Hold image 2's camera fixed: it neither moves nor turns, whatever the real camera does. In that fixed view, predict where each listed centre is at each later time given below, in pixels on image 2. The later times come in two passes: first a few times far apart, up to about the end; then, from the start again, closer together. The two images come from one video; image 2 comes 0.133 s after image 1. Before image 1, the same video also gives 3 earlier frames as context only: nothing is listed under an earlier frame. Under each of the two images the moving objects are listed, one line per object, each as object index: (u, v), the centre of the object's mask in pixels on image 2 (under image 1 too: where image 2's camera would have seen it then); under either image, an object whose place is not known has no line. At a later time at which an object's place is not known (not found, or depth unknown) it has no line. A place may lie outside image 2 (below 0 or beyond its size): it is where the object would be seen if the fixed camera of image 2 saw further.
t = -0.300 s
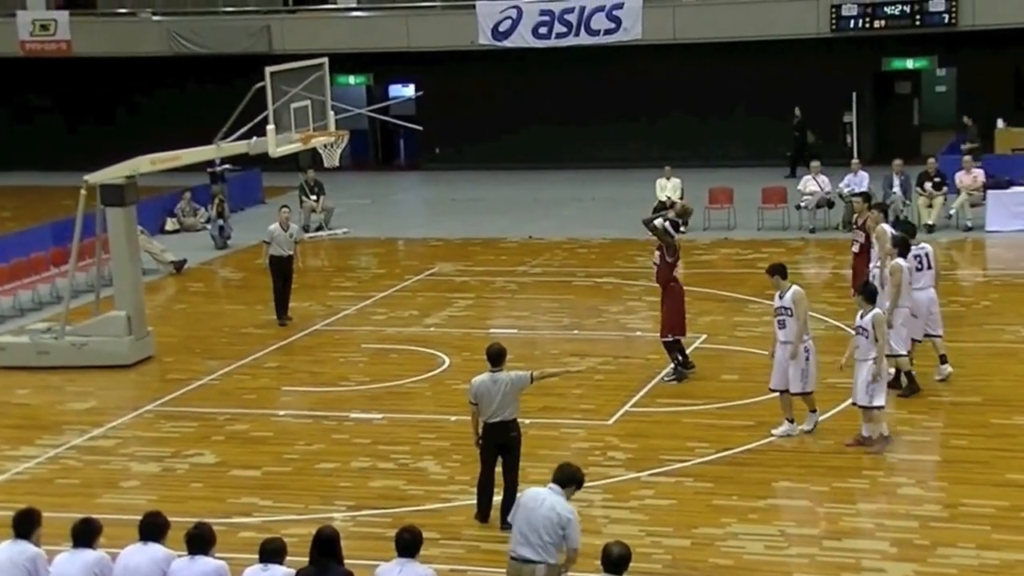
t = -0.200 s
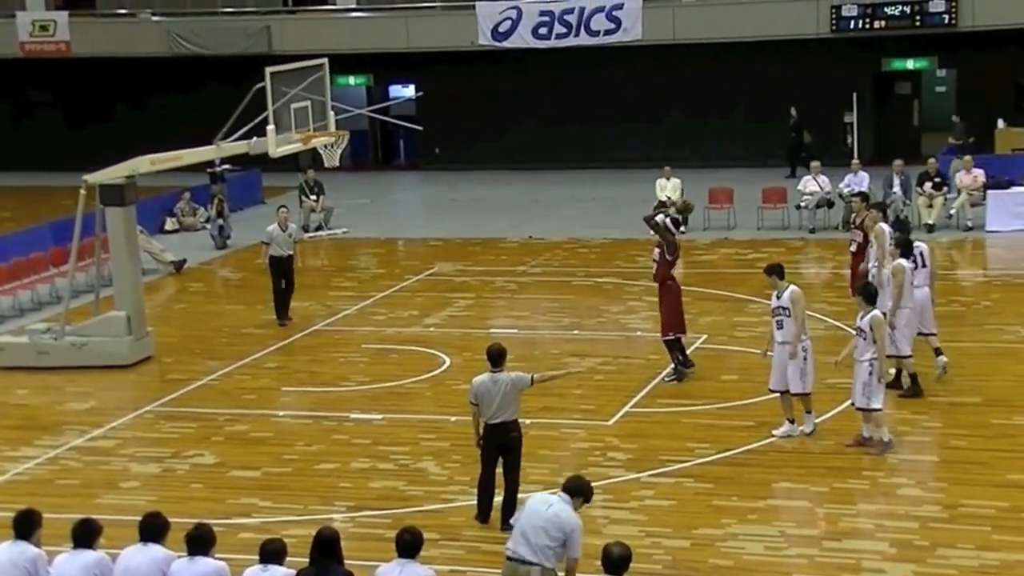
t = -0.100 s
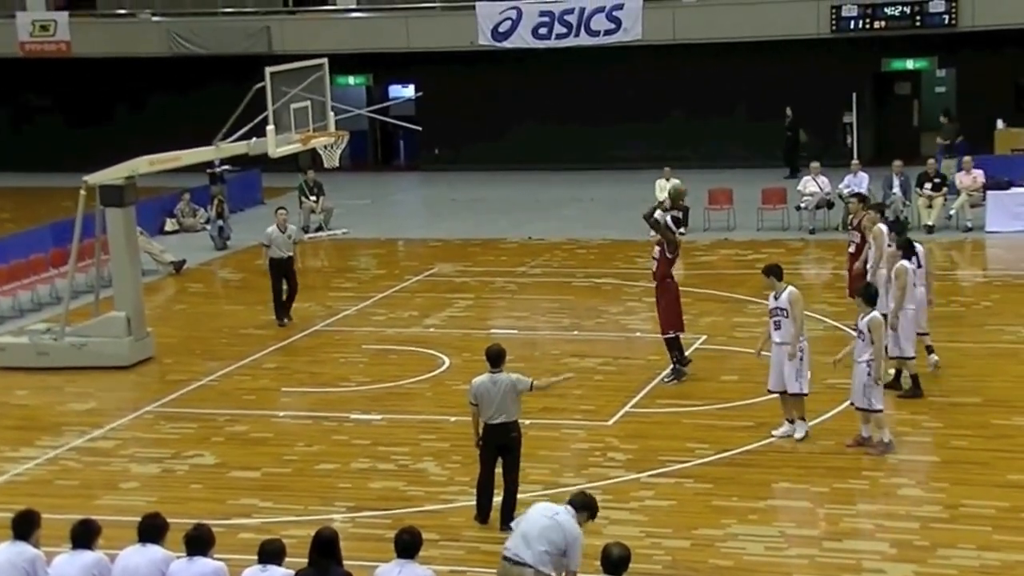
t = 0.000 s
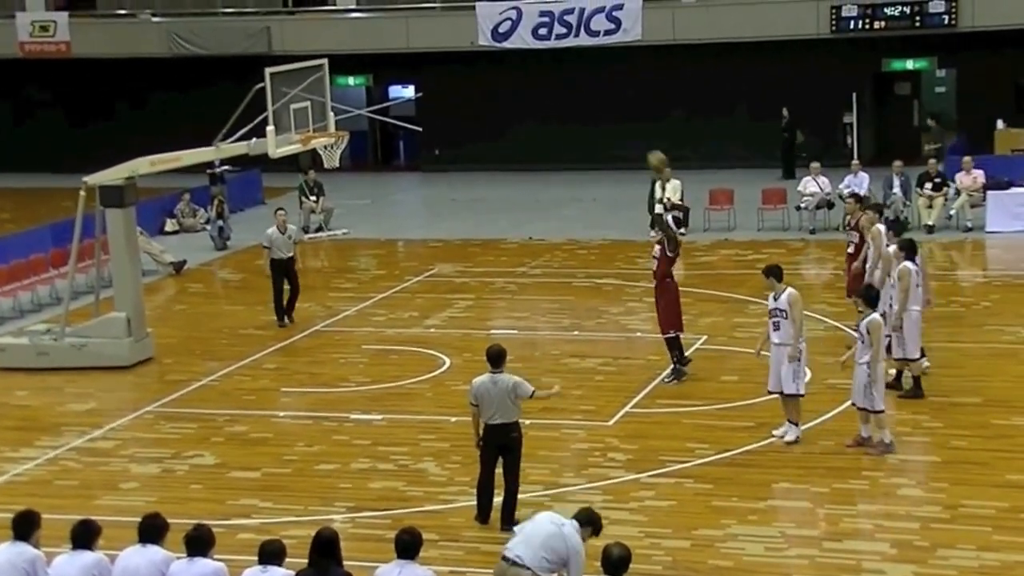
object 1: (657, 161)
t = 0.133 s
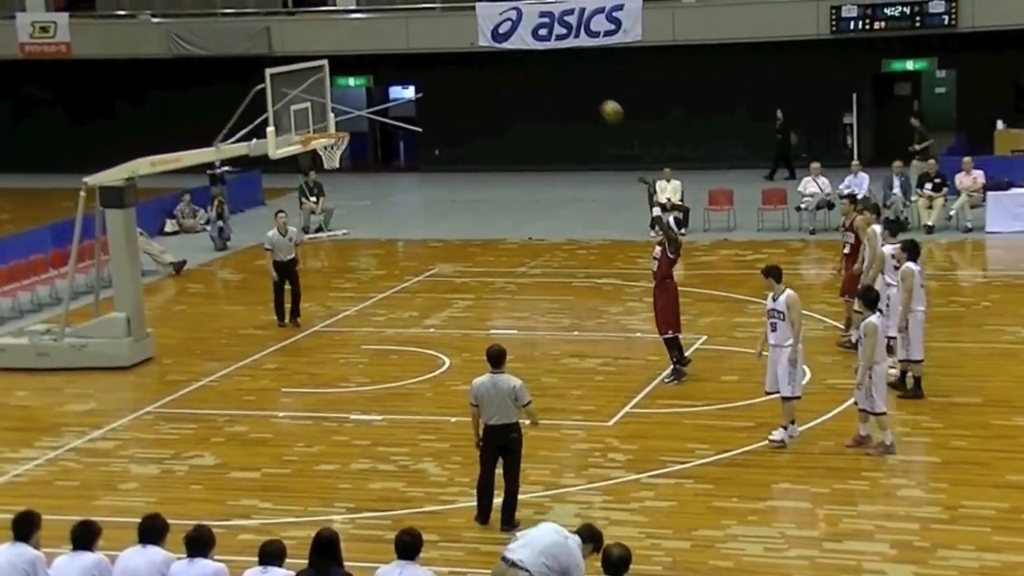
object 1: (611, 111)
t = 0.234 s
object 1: (578, 82)
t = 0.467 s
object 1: (505, 49)
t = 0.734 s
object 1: (424, 60)
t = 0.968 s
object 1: (362, 112)
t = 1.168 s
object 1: (385, 107)
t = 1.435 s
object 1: (453, 113)
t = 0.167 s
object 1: (601, 101)
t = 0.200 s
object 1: (590, 91)
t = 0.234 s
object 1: (578, 82)
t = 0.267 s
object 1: (568, 75)
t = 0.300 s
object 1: (557, 68)
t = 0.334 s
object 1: (546, 62)
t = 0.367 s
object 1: (535, 58)
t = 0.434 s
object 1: (514, 52)
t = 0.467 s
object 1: (505, 49)
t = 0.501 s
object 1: (493, 47)
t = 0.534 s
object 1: (482, 47)
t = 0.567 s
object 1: (472, 46)
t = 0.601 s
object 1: (463, 47)
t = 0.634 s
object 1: (453, 49)
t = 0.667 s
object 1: (443, 52)
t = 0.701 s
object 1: (432, 55)
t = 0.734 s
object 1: (424, 60)
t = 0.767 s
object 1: (414, 65)
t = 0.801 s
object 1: (405, 70)
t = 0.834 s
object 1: (397, 77)
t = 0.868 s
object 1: (387, 85)
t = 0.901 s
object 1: (378, 94)
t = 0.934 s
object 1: (370, 104)
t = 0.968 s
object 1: (362, 112)
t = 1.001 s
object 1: (353, 125)
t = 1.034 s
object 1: (356, 125)
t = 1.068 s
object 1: (361, 121)
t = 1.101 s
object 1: (371, 115)
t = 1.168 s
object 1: (385, 107)
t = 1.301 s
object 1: (420, 104)
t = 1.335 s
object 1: (426, 106)
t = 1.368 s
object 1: (435, 106)
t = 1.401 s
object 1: (444, 110)
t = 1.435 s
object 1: (453, 113)
